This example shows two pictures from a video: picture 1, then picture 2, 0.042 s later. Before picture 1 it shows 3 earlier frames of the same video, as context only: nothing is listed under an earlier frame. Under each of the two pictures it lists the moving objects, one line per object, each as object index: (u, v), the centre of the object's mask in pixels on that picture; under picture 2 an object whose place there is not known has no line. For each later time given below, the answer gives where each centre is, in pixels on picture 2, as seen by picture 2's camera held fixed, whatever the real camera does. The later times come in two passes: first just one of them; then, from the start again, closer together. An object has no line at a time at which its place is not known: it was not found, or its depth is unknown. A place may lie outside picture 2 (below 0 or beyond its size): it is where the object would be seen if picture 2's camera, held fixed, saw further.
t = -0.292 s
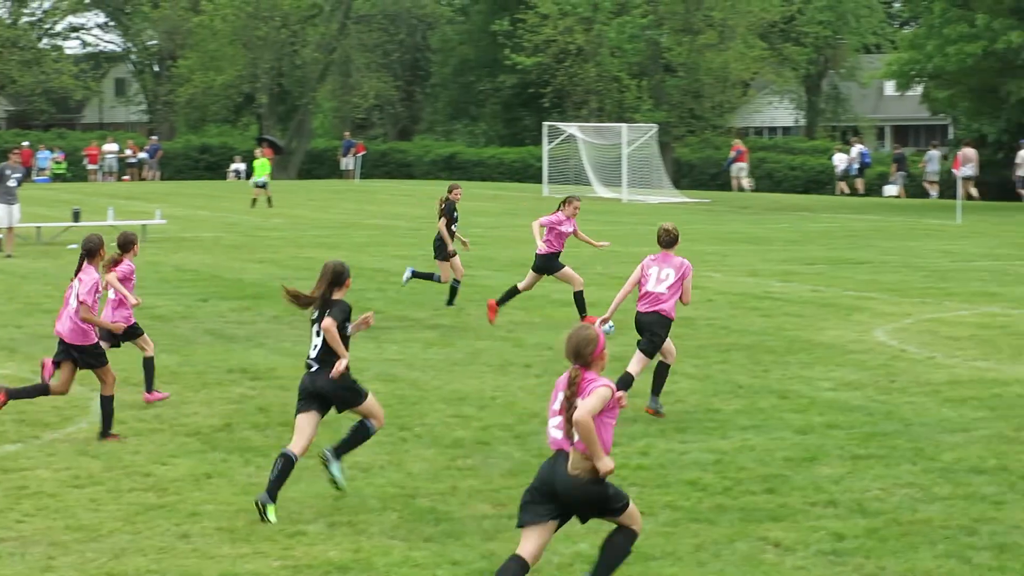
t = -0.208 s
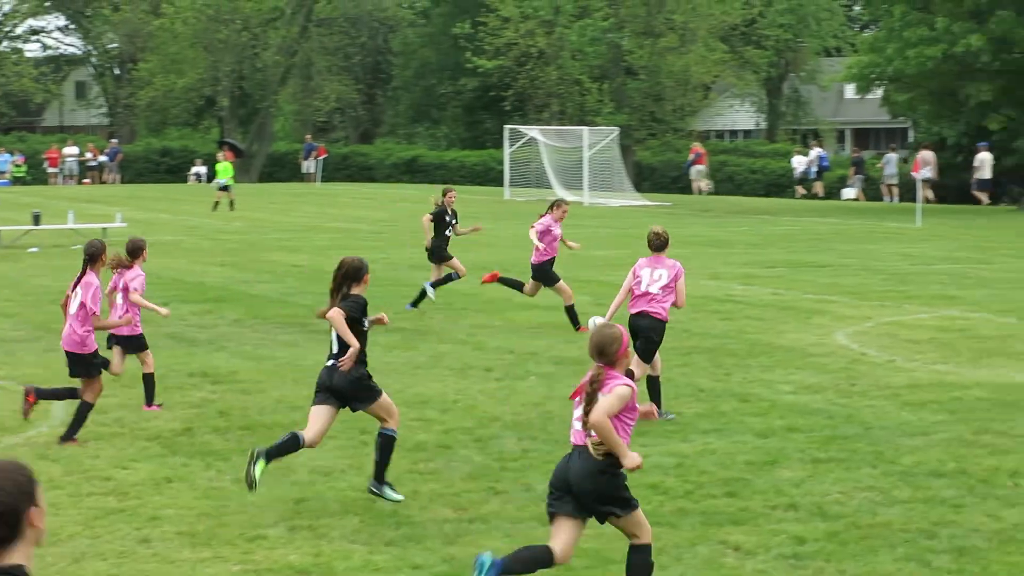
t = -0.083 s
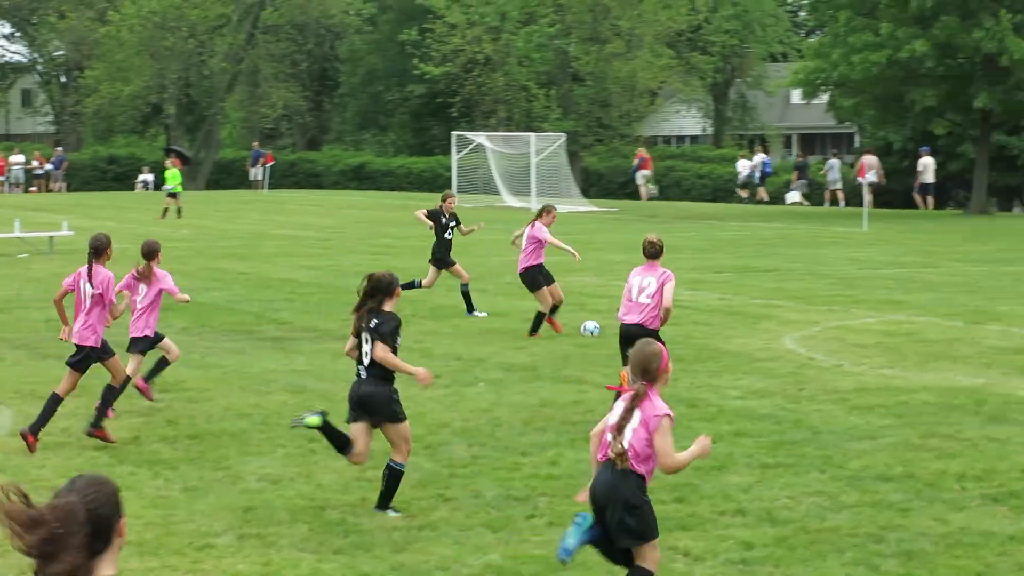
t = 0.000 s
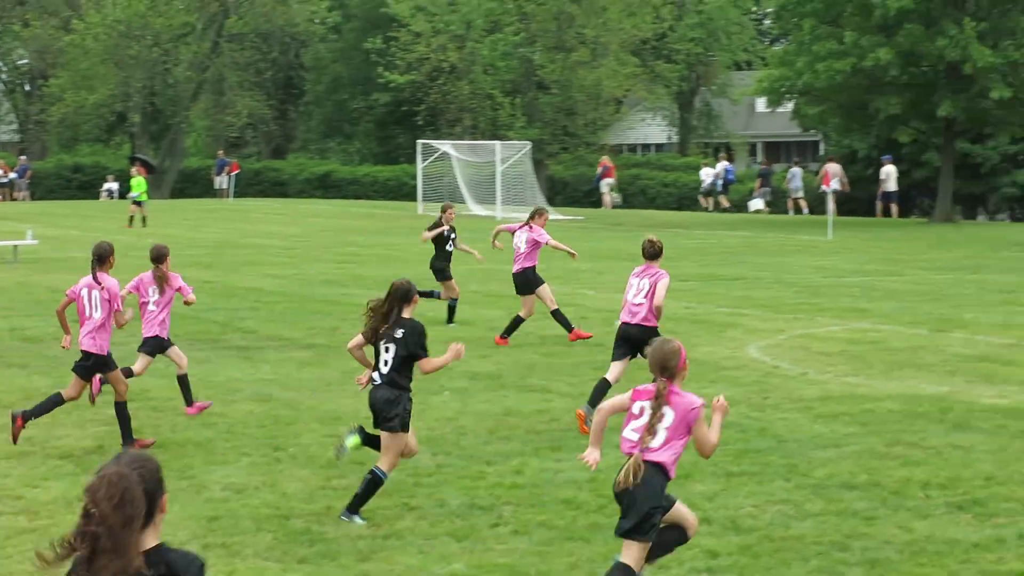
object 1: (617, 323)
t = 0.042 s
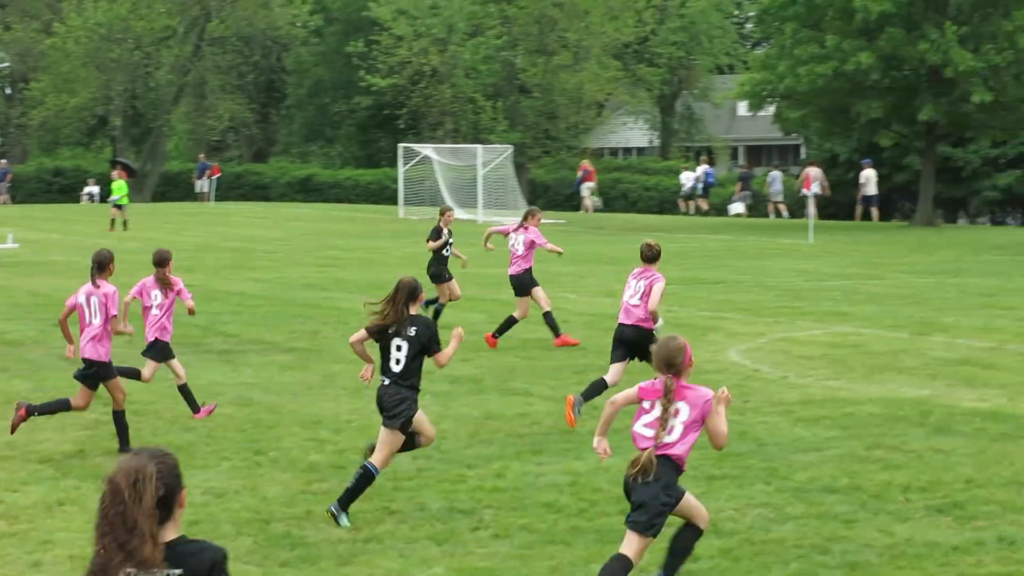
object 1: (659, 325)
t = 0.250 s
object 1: (875, 317)
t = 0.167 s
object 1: (786, 315)
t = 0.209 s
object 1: (831, 315)
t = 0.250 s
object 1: (875, 317)
